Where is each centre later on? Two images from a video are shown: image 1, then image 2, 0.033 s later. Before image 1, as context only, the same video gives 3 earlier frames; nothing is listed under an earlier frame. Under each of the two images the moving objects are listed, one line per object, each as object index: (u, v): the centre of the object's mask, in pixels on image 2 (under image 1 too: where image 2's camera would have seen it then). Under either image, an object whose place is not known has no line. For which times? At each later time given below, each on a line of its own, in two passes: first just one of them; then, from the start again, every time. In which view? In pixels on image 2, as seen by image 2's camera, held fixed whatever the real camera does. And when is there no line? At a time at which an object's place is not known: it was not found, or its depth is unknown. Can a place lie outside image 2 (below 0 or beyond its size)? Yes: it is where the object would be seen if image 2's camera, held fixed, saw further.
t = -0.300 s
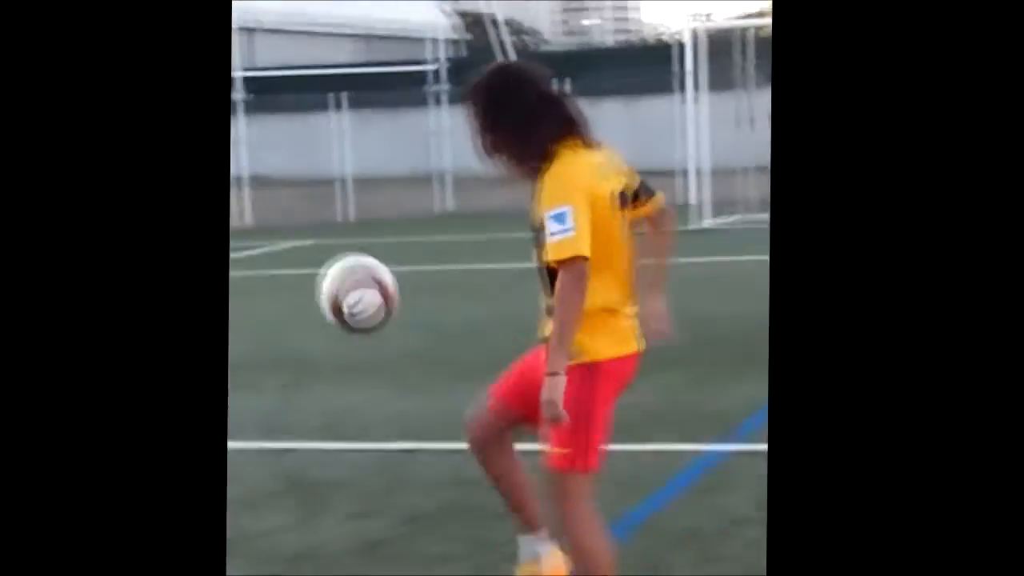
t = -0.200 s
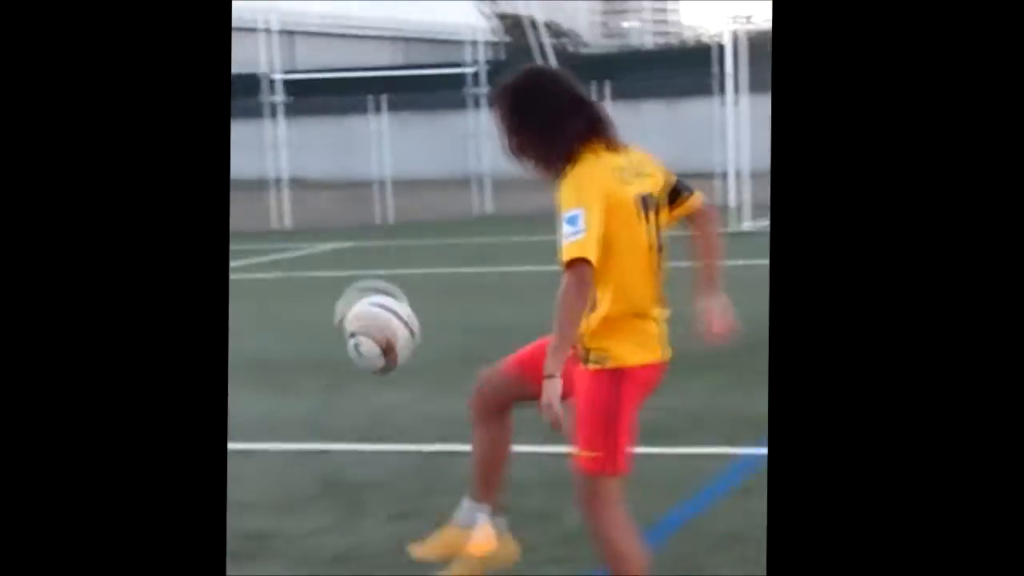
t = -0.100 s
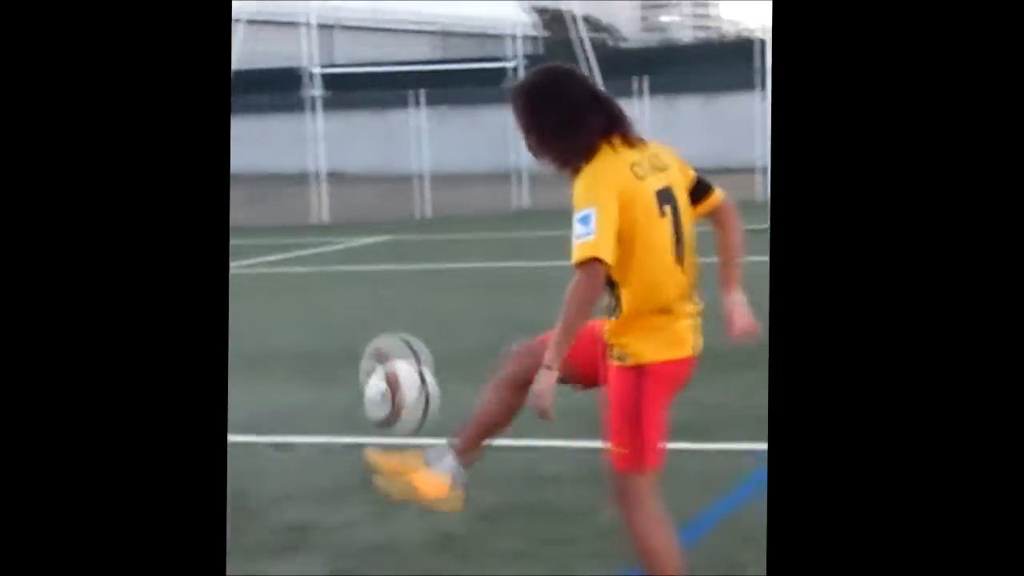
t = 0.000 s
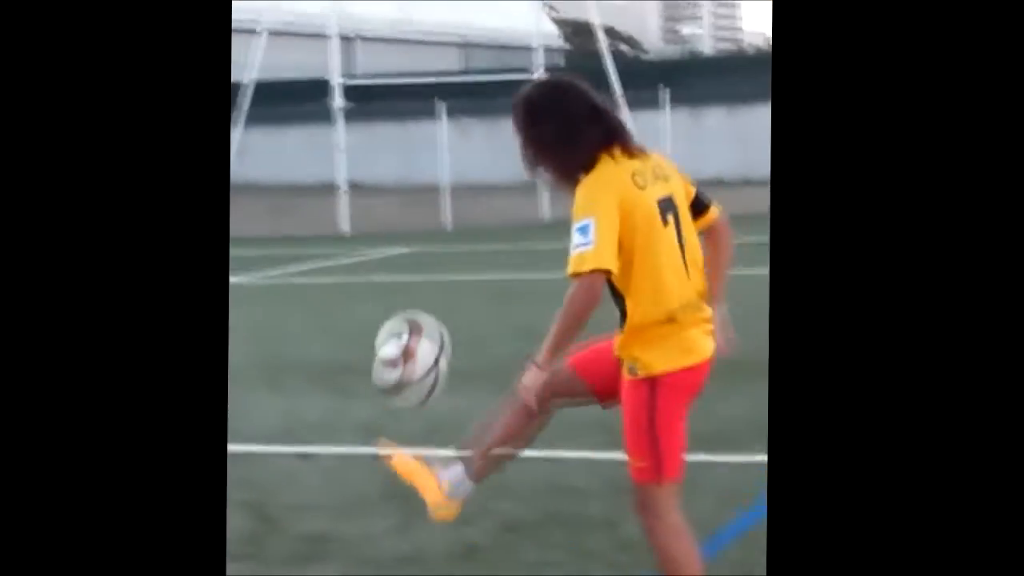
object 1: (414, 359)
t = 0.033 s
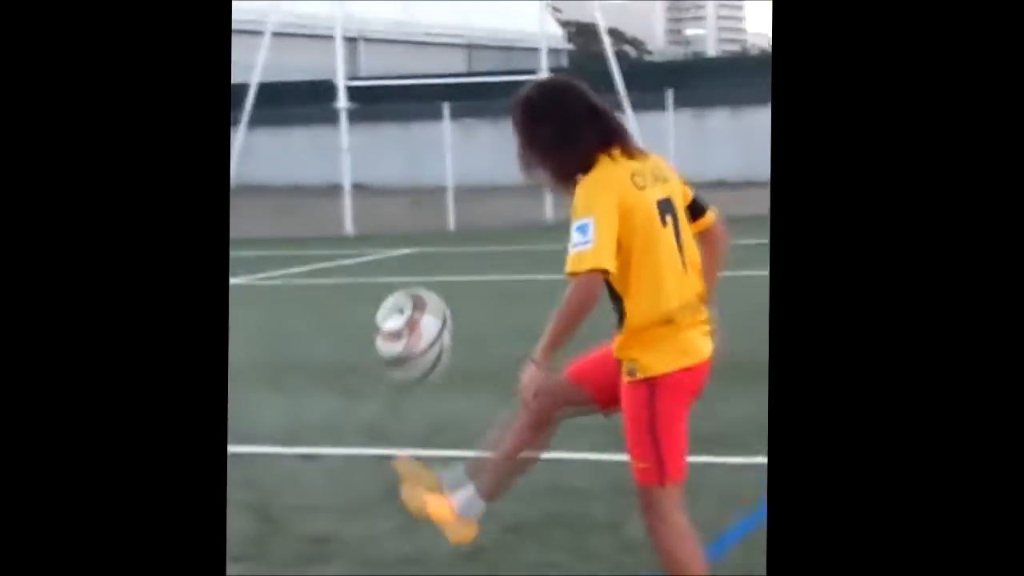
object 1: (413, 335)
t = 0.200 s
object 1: (397, 260)
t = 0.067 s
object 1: (410, 314)
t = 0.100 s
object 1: (407, 295)
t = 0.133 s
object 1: (404, 280)
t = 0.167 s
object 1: (402, 269)
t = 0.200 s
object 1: (397, 260)
